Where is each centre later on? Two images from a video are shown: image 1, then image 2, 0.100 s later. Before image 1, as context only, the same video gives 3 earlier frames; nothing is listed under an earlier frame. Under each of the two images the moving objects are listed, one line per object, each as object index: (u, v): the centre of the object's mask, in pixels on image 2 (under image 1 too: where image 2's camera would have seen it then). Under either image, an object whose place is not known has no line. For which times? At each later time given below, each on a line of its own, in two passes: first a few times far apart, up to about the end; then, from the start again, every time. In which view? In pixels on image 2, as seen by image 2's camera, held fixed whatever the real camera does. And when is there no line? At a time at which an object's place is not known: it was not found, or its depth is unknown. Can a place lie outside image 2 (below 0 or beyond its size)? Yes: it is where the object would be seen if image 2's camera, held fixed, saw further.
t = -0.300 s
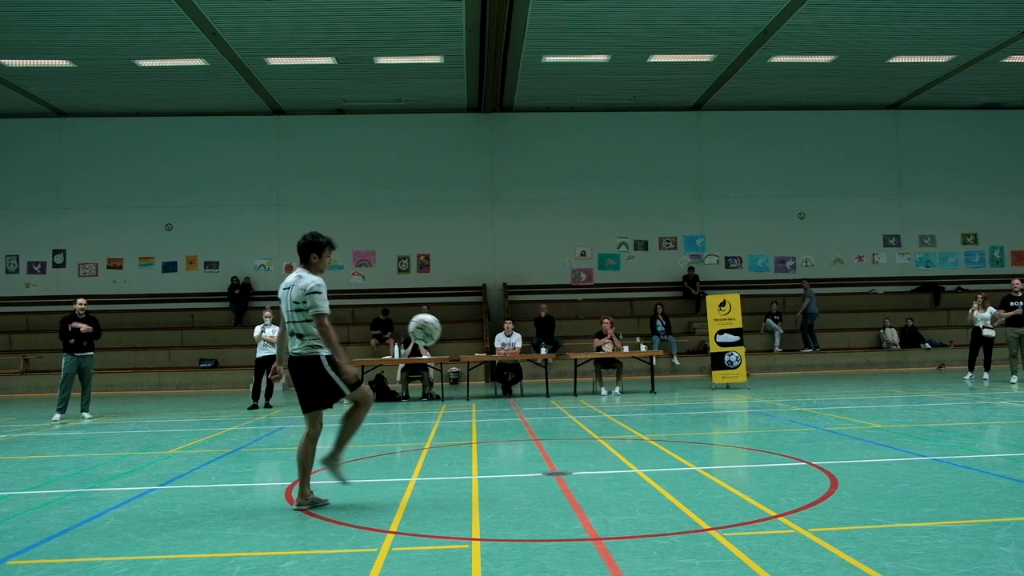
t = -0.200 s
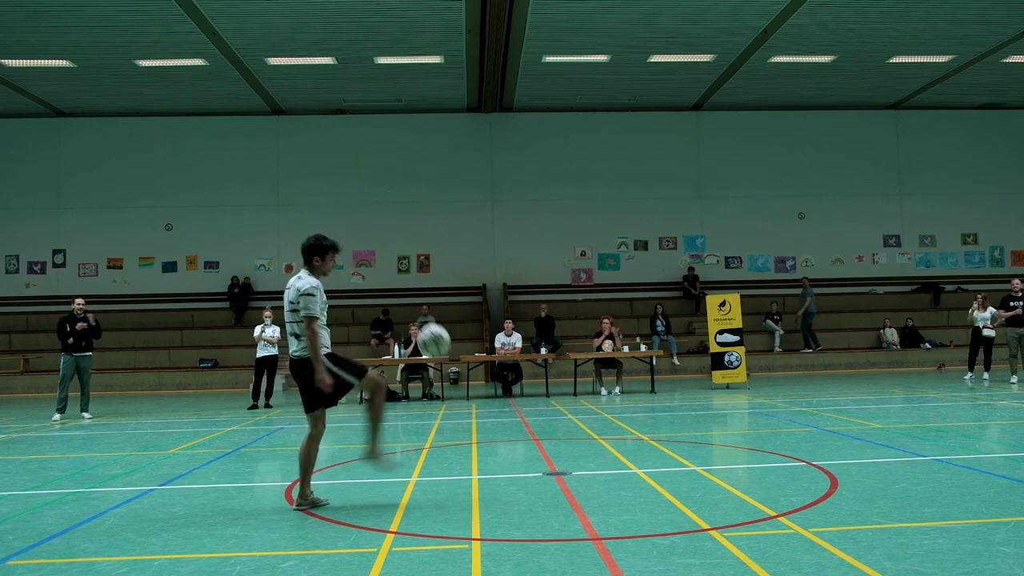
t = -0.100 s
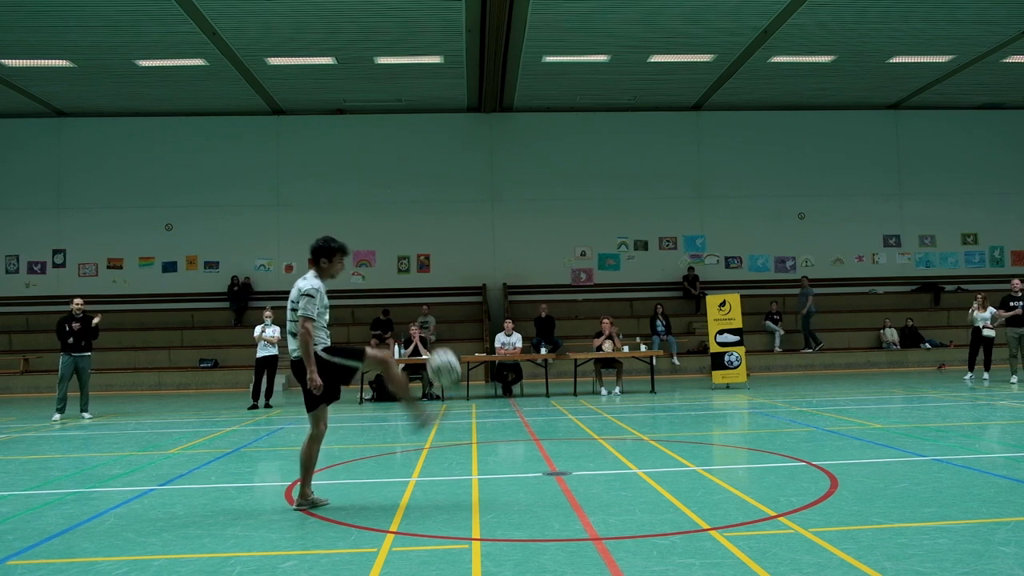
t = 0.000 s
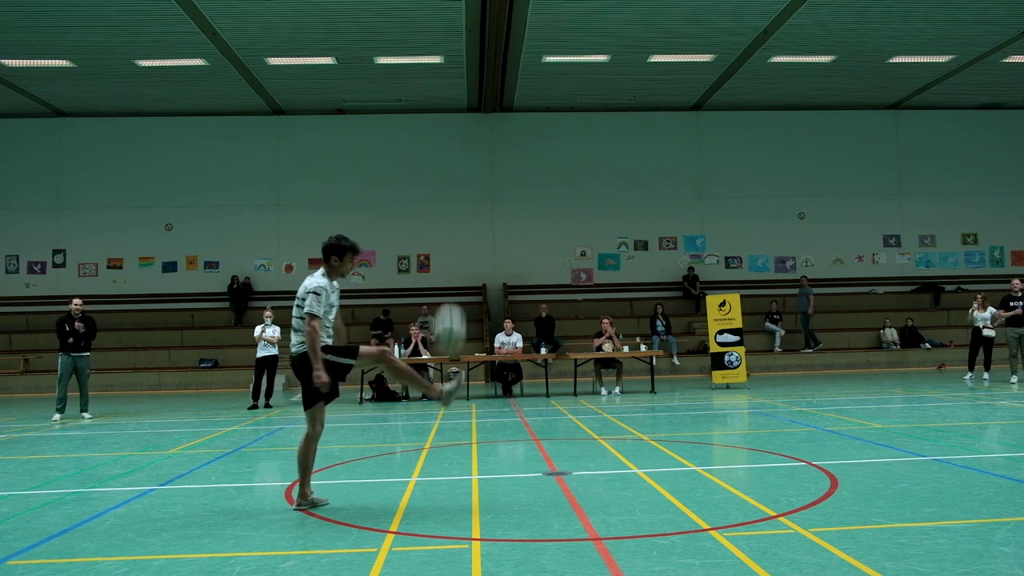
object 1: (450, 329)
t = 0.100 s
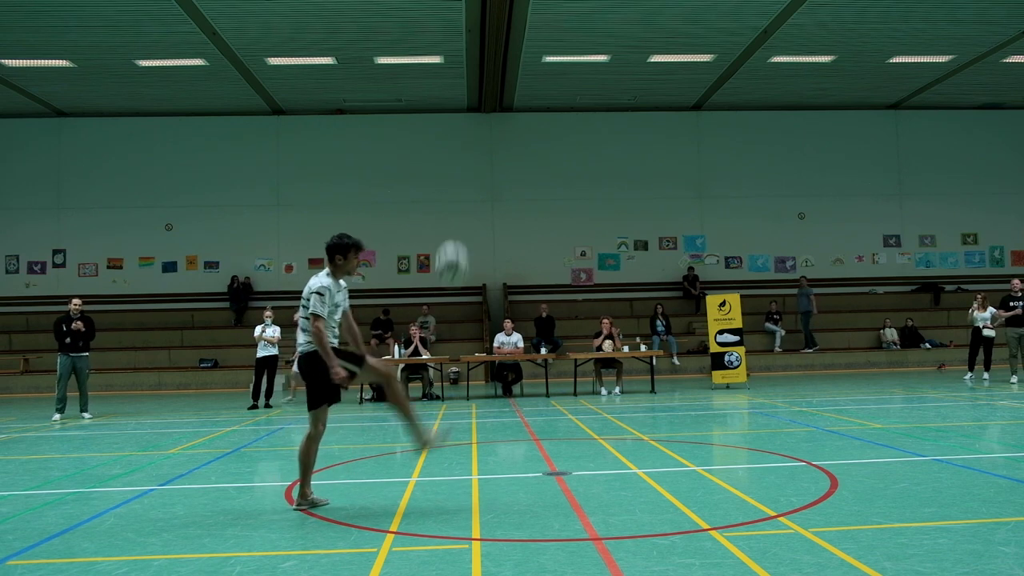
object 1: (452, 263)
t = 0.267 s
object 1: (457, 186)
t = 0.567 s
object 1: (469, 149)
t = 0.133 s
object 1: (452, 244)
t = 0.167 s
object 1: (454, 227)
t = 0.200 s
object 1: (455, 212)
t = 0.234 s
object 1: (456, 198)
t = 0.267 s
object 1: (457, 186)
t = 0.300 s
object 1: (458, 175)
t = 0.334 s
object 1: (459, 166)
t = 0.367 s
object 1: (460, 159)
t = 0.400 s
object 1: (462, 153)
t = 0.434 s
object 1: (463, 149)
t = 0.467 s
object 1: (465, 146)
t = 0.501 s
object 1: (466, 146)
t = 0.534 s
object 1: (468, 147)
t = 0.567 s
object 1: (469, 149)
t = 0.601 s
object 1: (471, 153)
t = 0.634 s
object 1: (472, 160)
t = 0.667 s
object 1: (474, 168)
